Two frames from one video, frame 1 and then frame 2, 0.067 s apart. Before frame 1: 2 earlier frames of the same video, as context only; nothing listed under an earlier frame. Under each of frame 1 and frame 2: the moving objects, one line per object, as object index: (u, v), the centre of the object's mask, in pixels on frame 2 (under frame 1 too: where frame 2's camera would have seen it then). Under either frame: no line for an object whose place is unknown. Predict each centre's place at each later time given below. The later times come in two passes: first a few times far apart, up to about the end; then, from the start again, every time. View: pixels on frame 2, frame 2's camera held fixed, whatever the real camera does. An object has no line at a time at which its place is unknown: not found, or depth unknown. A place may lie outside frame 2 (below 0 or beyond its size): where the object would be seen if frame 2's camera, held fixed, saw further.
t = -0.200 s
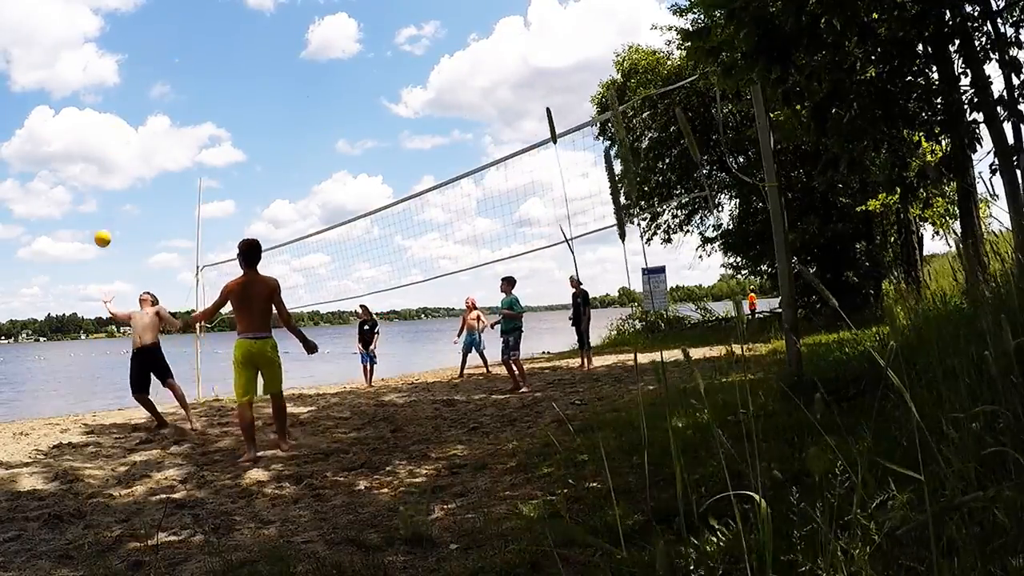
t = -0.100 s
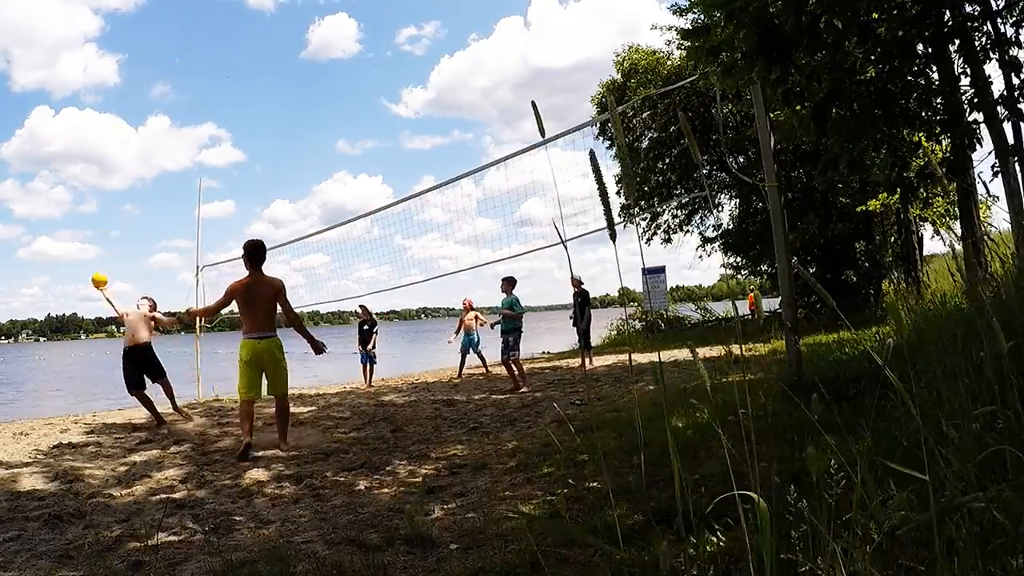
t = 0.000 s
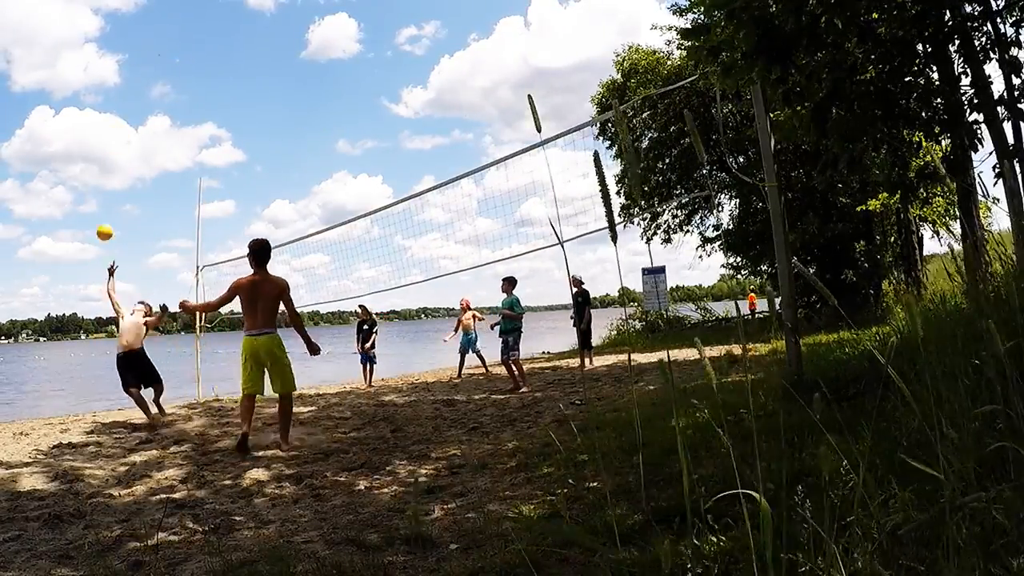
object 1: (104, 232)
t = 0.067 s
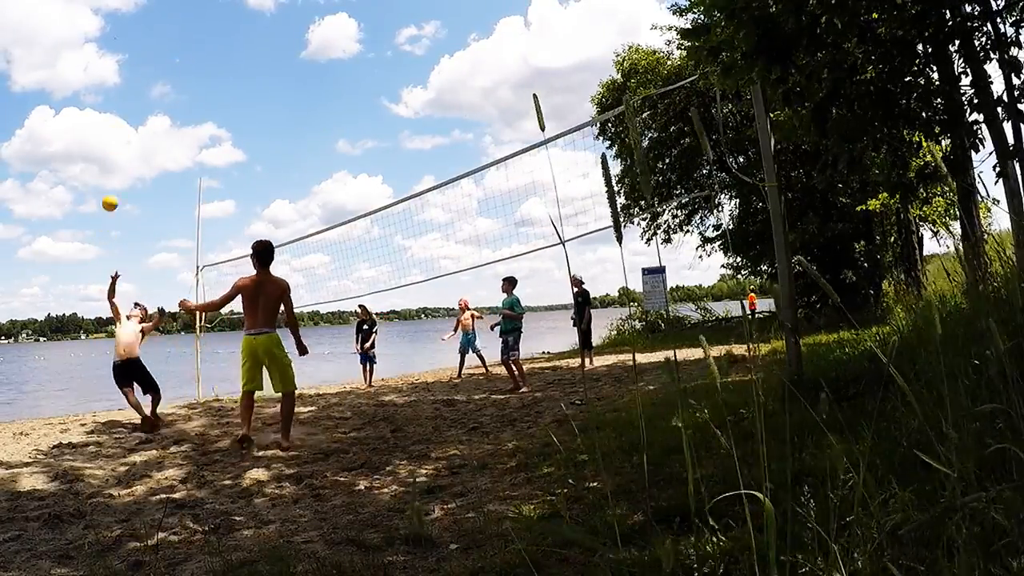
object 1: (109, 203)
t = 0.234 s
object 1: (124, 145)
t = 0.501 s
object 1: (149, 95)
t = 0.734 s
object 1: (169, 96)
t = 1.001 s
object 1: (191, 149)
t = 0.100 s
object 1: (112, 190)
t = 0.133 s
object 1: (115, 177)
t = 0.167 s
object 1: (118, 166)
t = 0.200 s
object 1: (121, 155)
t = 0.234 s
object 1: (124, 145)
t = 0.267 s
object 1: (128, 135)
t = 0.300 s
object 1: (131, 127)
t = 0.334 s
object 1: (134, 119)
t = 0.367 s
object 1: (137, 113)
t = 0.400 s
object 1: (140, 107)
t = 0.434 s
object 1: (143, 102)
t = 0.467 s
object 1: (146, 98)
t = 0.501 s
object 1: (149, 95)
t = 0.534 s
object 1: (152, 92)
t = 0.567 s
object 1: (155, 91)
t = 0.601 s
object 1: (157, 90)
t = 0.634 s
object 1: (161, 90)
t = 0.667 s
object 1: (163, 91)
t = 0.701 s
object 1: (166, 93)
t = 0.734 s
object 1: (169, 96)
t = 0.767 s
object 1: (171, 99)
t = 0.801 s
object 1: (174, 103)
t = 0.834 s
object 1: (177, 109)
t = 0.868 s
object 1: (180, 114)
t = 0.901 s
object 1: (183, 122)
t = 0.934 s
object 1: (186, 130)
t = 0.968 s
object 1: (188, 139)
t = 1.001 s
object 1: (191, 149)
